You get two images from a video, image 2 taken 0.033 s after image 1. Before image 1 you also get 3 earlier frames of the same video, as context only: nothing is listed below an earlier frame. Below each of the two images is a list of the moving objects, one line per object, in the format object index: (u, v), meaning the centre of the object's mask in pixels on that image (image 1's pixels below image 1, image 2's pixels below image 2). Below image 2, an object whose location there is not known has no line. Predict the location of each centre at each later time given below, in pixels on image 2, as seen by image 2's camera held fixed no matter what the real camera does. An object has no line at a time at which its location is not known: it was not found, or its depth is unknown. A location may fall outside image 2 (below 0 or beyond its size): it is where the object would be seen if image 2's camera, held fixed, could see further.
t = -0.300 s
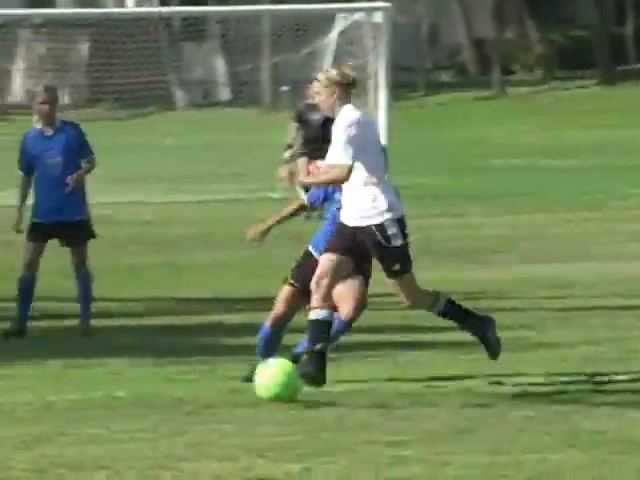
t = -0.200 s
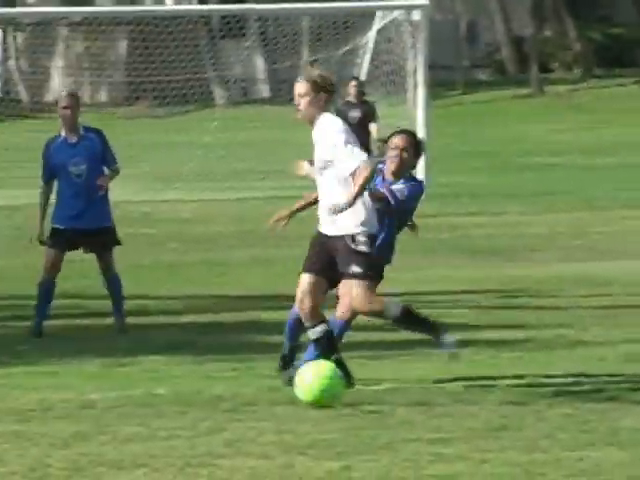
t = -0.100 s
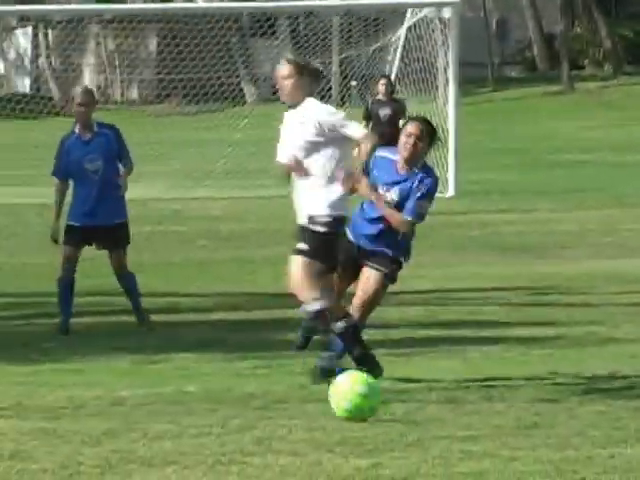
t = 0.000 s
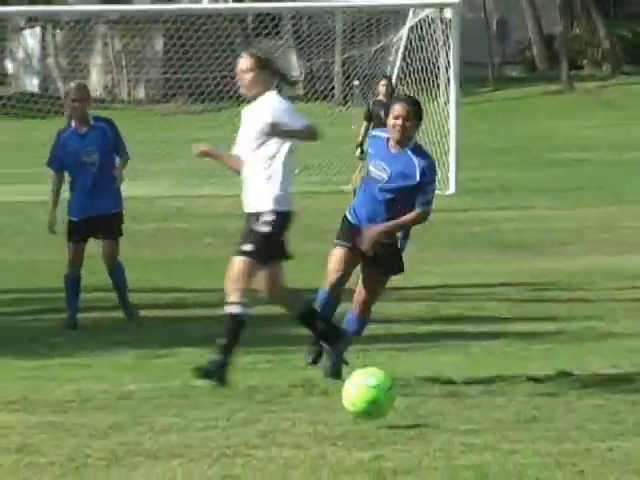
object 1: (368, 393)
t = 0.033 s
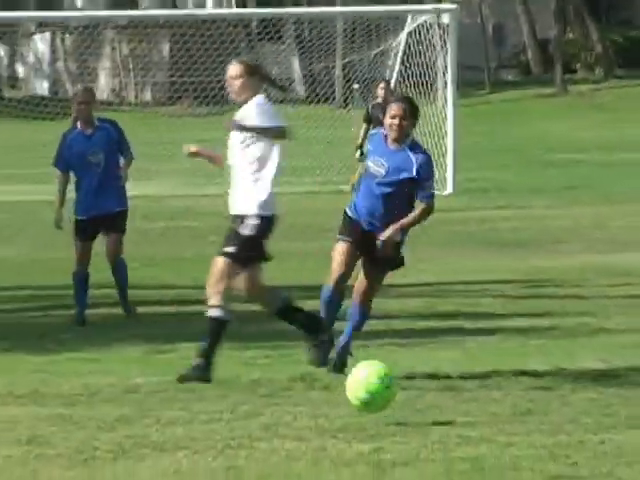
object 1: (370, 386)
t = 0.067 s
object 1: (374, 387)
